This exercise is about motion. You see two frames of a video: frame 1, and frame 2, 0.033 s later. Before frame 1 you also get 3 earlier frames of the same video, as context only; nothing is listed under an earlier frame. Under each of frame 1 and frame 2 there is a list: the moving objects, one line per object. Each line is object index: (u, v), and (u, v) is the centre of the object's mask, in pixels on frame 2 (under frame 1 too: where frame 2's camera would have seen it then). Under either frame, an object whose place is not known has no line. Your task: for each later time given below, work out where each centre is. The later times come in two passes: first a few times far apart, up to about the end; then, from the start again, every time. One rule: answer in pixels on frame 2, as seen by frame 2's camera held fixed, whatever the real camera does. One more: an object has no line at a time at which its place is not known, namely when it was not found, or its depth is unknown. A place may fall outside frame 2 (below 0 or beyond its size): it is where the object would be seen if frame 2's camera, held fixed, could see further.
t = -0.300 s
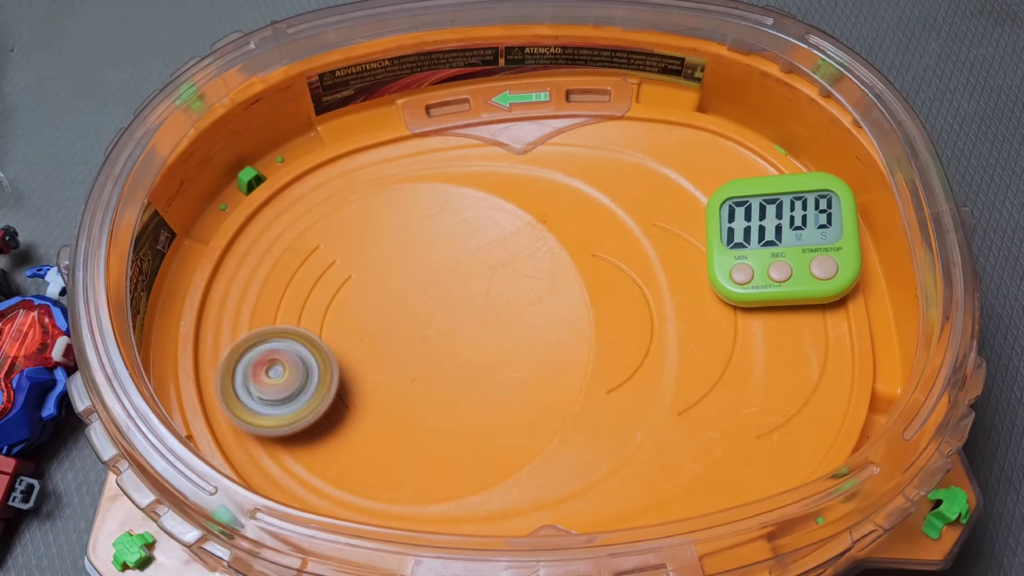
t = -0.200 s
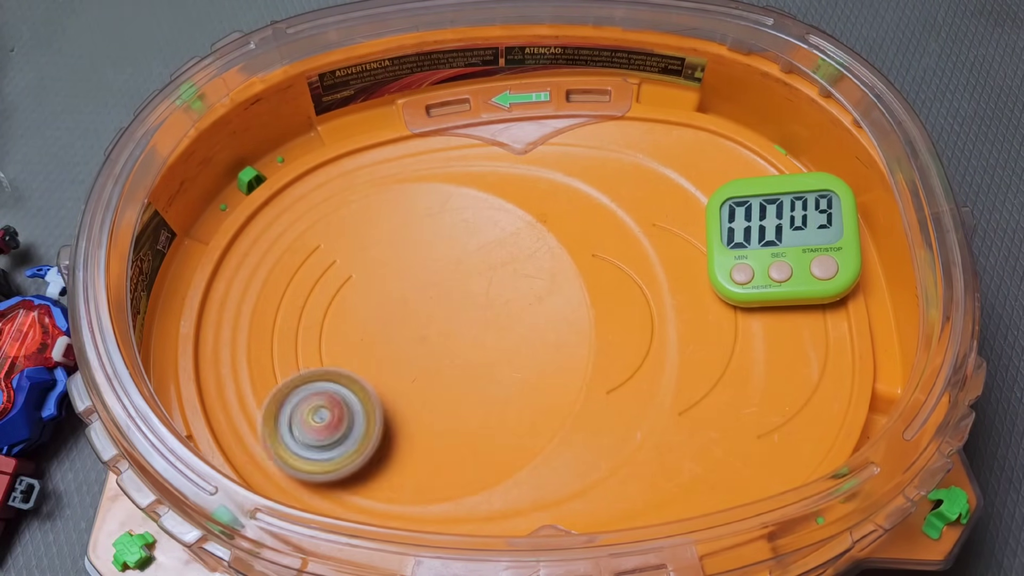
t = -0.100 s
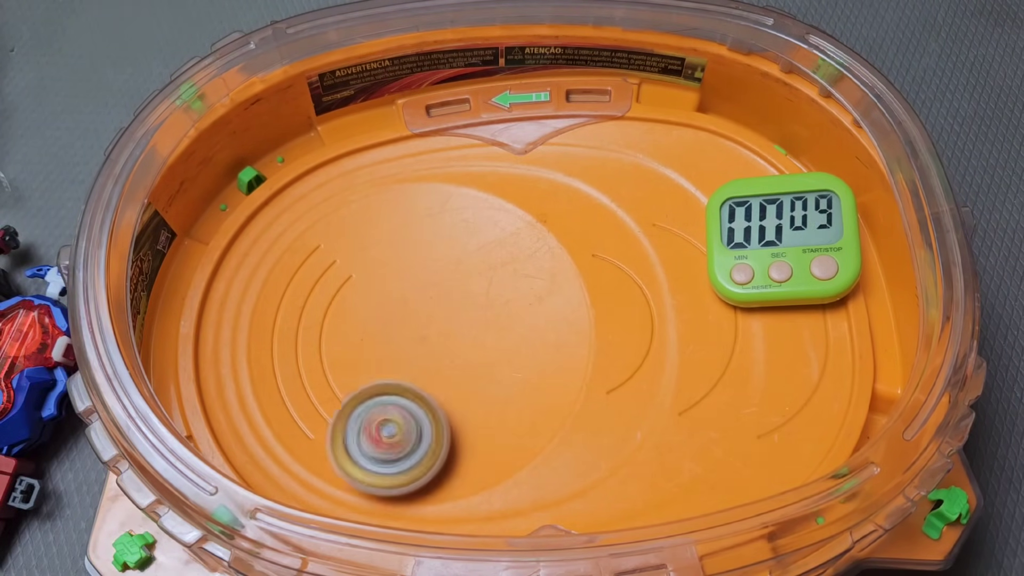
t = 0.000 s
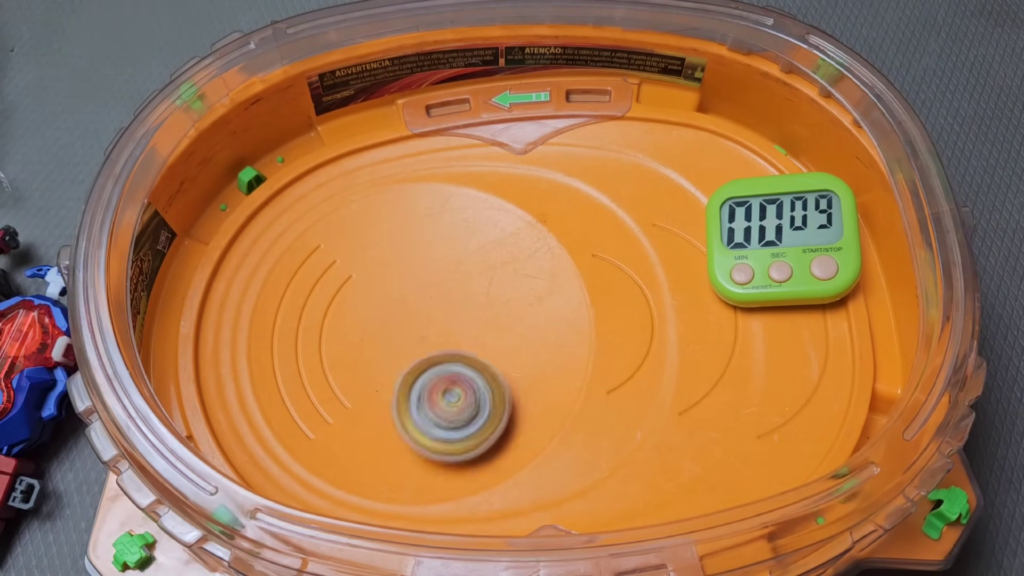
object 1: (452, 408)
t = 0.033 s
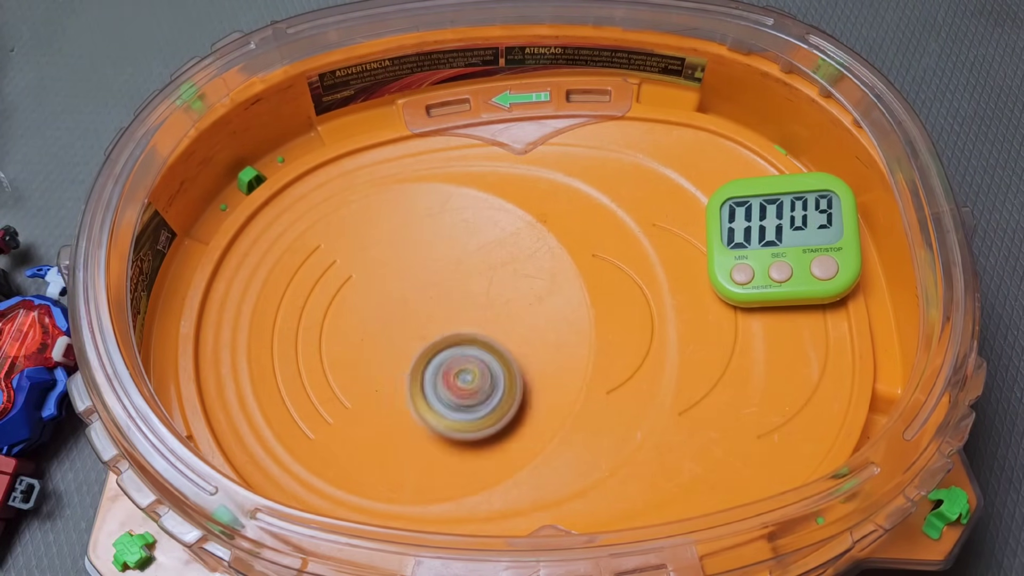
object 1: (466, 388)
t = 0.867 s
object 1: (407, 395)
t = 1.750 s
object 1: (392, 388)
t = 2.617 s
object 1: (353, 364)
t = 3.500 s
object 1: (340, 302)
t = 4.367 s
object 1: (403, 249)
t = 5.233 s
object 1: (479, 262)
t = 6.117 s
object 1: (519, 335)
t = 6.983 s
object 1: (458, 420)
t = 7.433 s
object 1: (473, 268)
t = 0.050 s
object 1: (471, 378)
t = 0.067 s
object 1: (475, 367)
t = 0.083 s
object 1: (477, 355)
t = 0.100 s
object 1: (478, 343)
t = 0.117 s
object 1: (478, 333)
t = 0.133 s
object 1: (478, 323)
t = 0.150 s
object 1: (476, 311)
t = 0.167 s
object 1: (471, 300)
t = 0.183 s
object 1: (467, 291)
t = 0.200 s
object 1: (462, 282)
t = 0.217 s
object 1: (456, 272)
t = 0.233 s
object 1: (448, 263)
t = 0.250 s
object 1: (440, 256)
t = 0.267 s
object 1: (433, 250)
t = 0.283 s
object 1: (424, 243)
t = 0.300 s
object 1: (414, 238)
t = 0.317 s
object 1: (403, 234)
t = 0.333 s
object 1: (394, 231)
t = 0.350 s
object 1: (382, 229)
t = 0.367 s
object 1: (371, 228)
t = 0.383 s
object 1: (360, 228)
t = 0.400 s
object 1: (350, 230)
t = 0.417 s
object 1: (340, 232)
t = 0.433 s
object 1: (329, 235)
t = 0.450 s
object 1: (318, 239)
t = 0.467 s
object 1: (309, 244)
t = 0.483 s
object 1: (302, 249)
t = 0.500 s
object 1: (296, 255)
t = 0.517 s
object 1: (293, 262)
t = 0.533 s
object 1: (289, 269)
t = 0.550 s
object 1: (287, 276)
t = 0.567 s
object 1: (286, 281)
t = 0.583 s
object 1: (286, 287)
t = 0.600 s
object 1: (284, 294)
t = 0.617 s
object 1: (284, 303)
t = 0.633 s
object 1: (285, 313)
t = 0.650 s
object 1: (287, 322)
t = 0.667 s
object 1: (289, 333)
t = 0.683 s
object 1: (294, 344)
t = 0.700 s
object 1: (300, 354)
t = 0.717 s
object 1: (306, 362)
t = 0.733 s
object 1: (312, 370)
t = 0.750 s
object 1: (322, 378)
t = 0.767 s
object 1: (334, 385)
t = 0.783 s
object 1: (345, 390)
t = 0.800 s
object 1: (356, 394)
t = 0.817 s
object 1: (369, 396)
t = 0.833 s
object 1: (383, 397)
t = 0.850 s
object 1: (395, 396)
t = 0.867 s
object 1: (407, 395)
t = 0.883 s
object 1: (420, 393)
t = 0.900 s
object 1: (432, 388)
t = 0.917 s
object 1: (443, 383)
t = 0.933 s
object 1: (454, 376)
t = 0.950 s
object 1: (464, 368)
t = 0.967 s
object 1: (472, 359)
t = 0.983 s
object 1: (480, 351)
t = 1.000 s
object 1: (486, 342)
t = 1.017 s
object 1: (492, 331)
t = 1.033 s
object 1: (496, 320)
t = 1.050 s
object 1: (499, 311)
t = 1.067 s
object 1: (502, 300)
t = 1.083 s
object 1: (502, 290)
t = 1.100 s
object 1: (502, 280)
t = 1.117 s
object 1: (502, 270)
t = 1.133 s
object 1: (500, 259)
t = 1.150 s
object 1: (497, 249)
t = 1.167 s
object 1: (493, 240)
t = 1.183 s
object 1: (488, 231)
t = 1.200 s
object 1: (481, 223)
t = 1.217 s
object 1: (475, 216)
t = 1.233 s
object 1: (468, 208)
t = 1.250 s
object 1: (458, 202)
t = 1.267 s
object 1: (449, 197)
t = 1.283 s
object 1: (440, 192)
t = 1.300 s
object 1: (428, 189)
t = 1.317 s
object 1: (418, 188)
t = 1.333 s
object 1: (408, 187)
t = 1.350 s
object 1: (397, 188)
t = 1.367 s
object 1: (386, 190)
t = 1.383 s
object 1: (376, 194)
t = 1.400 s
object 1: (365, 199)
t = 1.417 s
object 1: (356, 205)
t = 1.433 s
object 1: (347, 213)
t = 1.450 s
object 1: (340, 221)
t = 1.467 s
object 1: (333, 230)
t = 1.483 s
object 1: (327, 240)
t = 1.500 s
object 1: (322, 251)
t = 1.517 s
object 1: (318, 262)
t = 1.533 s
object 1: (315, 272)
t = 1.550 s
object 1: (315, 283)
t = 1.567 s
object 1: (316, 293)
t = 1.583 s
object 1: (317, 303)
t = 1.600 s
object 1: (319, 315)
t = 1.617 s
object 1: (324, 325)
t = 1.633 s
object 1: (329, 335)
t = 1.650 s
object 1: (334, 345)
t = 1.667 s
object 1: (343, 355)
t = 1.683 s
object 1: (352, 363)
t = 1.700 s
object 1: (359, 370)
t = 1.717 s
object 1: (370, 378)
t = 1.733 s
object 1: (381, 384)
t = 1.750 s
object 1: (392, 388)
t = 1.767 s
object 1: (405, 393)
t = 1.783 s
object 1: (416, 395)
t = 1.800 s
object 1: (427, 396)
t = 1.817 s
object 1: (439, 397)
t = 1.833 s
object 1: (452, 396)
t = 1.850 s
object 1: (464, 394)
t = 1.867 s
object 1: (476, 391)
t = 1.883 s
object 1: (487, 386)
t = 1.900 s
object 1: (497, 381)
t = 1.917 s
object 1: (507, 376)
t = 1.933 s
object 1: (516, 369)
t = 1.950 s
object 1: (525, 360)
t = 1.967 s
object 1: (533, 353)
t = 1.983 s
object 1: (538, 343)
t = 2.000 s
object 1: (544, 333)
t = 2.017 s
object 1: (549, 325)
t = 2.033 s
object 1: (552, 313)
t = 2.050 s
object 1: (553, 303)
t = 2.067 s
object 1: (555, 293)
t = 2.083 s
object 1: (553, 282)
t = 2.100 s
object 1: (551, 273)
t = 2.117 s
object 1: (550, 264)
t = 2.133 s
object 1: (545, 254)
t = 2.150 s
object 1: (540, 246)
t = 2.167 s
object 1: (534, 237)
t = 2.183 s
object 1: (526, 231)
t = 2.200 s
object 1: (519, 225)
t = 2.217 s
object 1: (509, 218)
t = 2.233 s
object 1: (499, 214)
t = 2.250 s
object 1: (490, 210)
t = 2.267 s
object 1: (477, 207)
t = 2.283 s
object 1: (467, 208)
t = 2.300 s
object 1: (456, 207)
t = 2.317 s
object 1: (444, 208)
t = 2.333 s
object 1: (433, 211)
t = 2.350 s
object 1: (422, 215)
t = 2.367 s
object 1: (411, 220)
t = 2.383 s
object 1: (402, 227)
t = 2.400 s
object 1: (393, 234)
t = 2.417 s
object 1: (383, 241)
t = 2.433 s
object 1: (376, 250)
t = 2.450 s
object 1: (369, 259)
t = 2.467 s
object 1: (363, 269)
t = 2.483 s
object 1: (359, 279)
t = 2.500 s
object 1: (355, 288)
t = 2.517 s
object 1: (351, 299)
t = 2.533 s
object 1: (349, 310)
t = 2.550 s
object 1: (347, 320)
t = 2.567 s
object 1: (347, 332)
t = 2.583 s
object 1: (349, 343)
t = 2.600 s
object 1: (350, 352)
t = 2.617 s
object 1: (353, 364)
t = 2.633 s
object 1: (358, 374)
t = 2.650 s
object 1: (362, 383)
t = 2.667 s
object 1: (368, 393)
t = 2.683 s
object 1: (376, 400)
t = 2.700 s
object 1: (382, 409)
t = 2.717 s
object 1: (391, 416)
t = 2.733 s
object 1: (399, 423)
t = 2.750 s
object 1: (410, 429)
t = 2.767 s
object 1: (421, 433)
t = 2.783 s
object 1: (429, 437)
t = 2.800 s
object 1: (442, 440)
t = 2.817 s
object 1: (453, 442)
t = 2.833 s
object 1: (465, 442)
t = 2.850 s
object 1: (477, 442)
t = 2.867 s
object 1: (487, 440)
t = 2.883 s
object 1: (499, 437)
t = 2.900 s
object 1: (509, 433)
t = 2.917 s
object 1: (520, 426)
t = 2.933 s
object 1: (529, 420)
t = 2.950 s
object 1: (537, 412)
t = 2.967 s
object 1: (544, 405)
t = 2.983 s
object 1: (550, 395)
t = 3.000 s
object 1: (555, 385)
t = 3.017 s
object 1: (559, 375)
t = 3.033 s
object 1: (561, 363)
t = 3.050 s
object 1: (563, 354)
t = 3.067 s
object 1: (563, 343)
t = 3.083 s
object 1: (561, 332)
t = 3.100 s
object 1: (558, 321)
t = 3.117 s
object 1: (553, 312)
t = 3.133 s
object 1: (550, 303)
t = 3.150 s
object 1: (543, 294)
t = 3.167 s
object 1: (536, 287)
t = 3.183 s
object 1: (528, 279)
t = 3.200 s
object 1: (519, 274)
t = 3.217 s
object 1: (511, 267)
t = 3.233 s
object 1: (500, 262)
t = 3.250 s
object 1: (490, 259)
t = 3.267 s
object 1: (479, 256)
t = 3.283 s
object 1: (468, 255)
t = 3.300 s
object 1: (458, 253)
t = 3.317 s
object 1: (446, 253)
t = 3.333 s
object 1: (435, 253)
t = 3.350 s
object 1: (424, 255)
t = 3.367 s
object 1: (414, 257)
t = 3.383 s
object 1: (403, 260)
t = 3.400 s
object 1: (392, 264)
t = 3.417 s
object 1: (382, 269)
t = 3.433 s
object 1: (372, 274)
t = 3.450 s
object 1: (364, 281)
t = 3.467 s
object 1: (355, 287)
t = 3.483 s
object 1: (347, 294)
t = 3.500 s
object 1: (340, 302)
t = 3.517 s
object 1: (333, 311)
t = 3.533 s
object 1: (329, 320)
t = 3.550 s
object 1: (324, 328)
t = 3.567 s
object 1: (319, 338)
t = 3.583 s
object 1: (316, 347)
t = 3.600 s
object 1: (316, 358)
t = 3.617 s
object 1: (317, 368)
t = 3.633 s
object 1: (316, 377)
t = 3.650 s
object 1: (318, 388)
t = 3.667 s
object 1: (320, 398)
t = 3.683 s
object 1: (323, 408)
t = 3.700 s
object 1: (330, 416)
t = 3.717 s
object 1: (334, 424)
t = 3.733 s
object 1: (343, 433)
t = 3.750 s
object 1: (350, 440)
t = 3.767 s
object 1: (359, 447)
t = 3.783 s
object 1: (369, 451)
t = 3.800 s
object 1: (378, 457)
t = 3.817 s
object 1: (390, 460)
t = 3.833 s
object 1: (400, 463)
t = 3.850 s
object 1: (412, 464)
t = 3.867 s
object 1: (422, 463)
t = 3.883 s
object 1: (434, 462)
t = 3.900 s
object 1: (444, 459)
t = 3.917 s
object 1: (455, 454)
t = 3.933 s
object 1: (465, 448)
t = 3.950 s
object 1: (474, 442)
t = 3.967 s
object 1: (483, 435)
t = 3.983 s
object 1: (491, 426)
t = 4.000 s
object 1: (497, 418)
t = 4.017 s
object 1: (502, 408)
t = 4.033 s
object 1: (506, 399)
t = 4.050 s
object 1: (509, 387)
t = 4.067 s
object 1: (511, 377)
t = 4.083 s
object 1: (511, 366)
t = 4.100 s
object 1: (511, 357)
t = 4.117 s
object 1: (510, 345)
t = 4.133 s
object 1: (507, 335)
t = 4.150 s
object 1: (504, 325)
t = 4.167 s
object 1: (500, 316)
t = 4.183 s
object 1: (495, 306)
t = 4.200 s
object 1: (489, 299)
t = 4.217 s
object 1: (483, 290)
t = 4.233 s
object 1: (476, 284)
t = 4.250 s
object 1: (469, 277)
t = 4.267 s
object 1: (460, 271)
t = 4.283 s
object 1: (452, 265)
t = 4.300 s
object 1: (442, 261)
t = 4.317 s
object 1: (434, 257)
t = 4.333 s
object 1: (424, 253)
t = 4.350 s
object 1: (414, 251)
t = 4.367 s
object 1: (403, 249)
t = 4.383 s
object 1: (395, 248)
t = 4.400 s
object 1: (383, 247)
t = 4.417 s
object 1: (374, 249)
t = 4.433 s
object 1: (363, 250)
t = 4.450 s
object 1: (354, 253)
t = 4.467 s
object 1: (344, 255)
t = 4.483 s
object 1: (334, 259)
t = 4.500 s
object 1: (326, 264)
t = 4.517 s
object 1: (317, 269)
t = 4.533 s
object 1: (311, 273)
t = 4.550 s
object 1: (306, 279)
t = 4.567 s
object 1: (303, 288)
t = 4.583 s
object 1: (298, 297)
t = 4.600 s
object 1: (296, 308)
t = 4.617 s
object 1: (292, 316)
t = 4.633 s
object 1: (291, 327)
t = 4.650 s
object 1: (290, 337)
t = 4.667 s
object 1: (292, 348)
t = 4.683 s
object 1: (294, 357)
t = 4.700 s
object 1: (297, 367)
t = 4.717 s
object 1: (301, 375)
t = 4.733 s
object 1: (308, 386)
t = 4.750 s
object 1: (316, 393)
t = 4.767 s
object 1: (322, 400)
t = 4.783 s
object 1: (330, 405)
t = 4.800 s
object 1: (339, 409)
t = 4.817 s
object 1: (350, 412)
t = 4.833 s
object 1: (360, 415)
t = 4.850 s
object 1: (371, 417)
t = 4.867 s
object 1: (383, 417)
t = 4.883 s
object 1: (395, 416)
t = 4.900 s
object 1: (404, 415)
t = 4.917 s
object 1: (415, 412)
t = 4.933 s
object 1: (426, 408)
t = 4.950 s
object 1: (436, 403)
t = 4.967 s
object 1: (444, 397)
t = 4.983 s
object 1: (453, 391)
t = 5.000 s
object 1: (461, 384)
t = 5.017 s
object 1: (467, 376)
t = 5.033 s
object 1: (473, 368)
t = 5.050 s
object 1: (479, 359)
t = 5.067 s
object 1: (483, 350)
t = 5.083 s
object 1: (486, 341)
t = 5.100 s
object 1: (489, 333)
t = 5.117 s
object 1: (491, 323)
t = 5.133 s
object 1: (491, 314)
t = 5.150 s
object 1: (491, 304)
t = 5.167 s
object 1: (490, 296)
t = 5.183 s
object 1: (489, 286)
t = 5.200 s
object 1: (486, 278)
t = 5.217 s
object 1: (482, 269)
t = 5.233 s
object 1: (479, 262)
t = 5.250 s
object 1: (473, 253)
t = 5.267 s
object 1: (469, 246)
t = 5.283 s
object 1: (462, 239)
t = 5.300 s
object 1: (456, 234)
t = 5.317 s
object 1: (448, 228)
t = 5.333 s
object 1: (440, 223)
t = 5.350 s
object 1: (432, 220)
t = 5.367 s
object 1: (424, 216)
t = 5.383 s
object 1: (415, 214)
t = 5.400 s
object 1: (406, 213)
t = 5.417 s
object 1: (398, 213)
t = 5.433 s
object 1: (388, 213)
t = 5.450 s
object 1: (379, 215)
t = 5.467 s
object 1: (370, 217)
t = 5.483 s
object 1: (363, 222)
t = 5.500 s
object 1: (355, 225)
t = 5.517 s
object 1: (347, 230)
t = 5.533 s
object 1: (340, 236)
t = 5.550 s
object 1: (334, 244)
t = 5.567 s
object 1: (328, 250)
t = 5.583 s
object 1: (323, 259)
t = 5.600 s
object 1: (318, 267)
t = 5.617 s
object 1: (316, 274)
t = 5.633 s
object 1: (314, 280)
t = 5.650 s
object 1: (314, 289)
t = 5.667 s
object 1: (313, 299)
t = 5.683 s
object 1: (316, 308)
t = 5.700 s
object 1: (316, 318)
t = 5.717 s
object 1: (320, 328)
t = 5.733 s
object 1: (323, 337)
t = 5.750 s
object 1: (329, 344)
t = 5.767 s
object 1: (334, 354)
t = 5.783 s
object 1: (341, 361)
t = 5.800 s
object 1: (350, 368)
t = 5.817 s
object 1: (358, 373)
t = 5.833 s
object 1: (368, 379)
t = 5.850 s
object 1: (377, 383)
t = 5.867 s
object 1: (388, 387)
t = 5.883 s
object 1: (398, 389)
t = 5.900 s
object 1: (409, 391)
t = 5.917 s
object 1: (419, 392)
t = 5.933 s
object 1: (430, 390)
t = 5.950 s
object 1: (440, 390)
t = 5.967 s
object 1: (450, 388)
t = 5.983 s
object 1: (461, 385)
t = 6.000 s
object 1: (469, 381)
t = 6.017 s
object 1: (479, 377)
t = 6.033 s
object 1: (487, 371)
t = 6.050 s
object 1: (495, 365)
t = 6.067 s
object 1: (502, 358)
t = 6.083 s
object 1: (509, 351)
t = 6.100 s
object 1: (515, 343)
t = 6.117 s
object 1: (519, 335)
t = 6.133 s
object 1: (523, 328)
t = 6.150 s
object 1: (527, 318)
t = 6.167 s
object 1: (528, 310)
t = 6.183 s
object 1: (529, 301)
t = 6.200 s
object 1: (530, 292)
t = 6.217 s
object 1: (529, 284)
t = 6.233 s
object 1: (528, 275)
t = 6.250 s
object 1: (525, 268)
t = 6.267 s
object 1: (521, 259)
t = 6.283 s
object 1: (517, 252)
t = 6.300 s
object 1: (512, 246)
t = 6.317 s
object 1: (506, 239)
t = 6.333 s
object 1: (500, 234)
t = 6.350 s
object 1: (492, 229)
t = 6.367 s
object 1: (486, 226)
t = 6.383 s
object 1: (477, 222)
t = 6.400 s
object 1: (469, 219)
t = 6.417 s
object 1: (460, 219)
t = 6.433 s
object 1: (451, 218)
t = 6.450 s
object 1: (442, 219)
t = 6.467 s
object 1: (432, 220)
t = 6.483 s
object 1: (424, 222)
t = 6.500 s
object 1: (414, 225)
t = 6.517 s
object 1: (406, 230)
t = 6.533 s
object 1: (398, 235)
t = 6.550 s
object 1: (391, 241)
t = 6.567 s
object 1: (383, 247)
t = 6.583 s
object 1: (376, 255)
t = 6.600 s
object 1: (371, 263)
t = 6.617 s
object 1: (365, 271)
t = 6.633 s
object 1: (361, 280)
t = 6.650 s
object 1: (358, 289)
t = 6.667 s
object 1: (356, 297)
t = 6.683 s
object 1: (353, 308)
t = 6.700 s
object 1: (352, 317)
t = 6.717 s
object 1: (353, 327)
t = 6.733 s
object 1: (353, 336)
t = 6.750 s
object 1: (356, 346)
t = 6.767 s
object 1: (359, 355)
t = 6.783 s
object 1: (363, 363)
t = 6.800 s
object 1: (368, 372)
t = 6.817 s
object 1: (373, 380)
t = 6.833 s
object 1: (380, 387)
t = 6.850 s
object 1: (386, 394)
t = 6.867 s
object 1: (394, 400)
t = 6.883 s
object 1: (403, 406)
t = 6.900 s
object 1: (411, 410)
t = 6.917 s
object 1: (420, 415)
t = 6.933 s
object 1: (429, 418)
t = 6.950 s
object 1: (440, 418)
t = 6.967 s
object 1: (449, 420)
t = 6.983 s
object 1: (458, 420)
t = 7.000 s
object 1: (469, 419)
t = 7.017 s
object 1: (476, 417)
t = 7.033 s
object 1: (486, 415)
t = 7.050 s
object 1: (495, 411)
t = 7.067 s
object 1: (502, 407)
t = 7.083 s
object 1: (509, 402)
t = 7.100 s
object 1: (516, 395)
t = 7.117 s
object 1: (521, 389)
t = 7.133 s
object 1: (526, 383)
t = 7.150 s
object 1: (531, 375)
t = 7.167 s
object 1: (534, 368)
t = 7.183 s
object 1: (536, 360)
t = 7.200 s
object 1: (538, 352)
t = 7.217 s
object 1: (538, 344)
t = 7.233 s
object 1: (538, 335)
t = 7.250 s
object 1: (537, 328)
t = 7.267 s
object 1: (534, 320)
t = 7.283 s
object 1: (532, 312)
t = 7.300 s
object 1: (528, 306)
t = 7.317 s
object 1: (523, 298)
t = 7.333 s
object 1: (518, 291)
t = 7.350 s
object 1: (512, 287)
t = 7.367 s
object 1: (505, 280)
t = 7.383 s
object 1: (498, 276)
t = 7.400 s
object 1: (489, 273)
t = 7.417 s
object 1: (481, 270)
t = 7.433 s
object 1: (473, 268)
